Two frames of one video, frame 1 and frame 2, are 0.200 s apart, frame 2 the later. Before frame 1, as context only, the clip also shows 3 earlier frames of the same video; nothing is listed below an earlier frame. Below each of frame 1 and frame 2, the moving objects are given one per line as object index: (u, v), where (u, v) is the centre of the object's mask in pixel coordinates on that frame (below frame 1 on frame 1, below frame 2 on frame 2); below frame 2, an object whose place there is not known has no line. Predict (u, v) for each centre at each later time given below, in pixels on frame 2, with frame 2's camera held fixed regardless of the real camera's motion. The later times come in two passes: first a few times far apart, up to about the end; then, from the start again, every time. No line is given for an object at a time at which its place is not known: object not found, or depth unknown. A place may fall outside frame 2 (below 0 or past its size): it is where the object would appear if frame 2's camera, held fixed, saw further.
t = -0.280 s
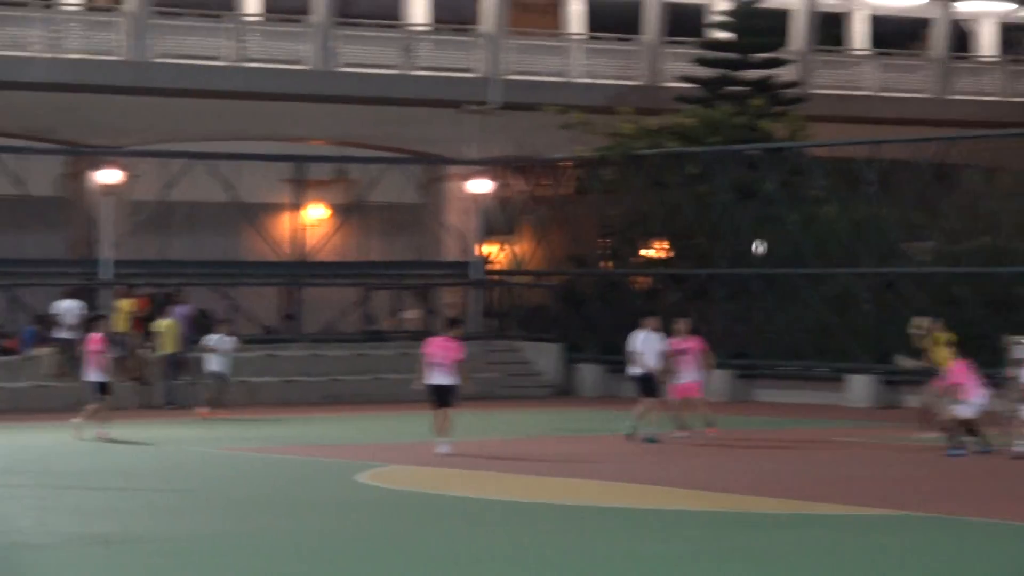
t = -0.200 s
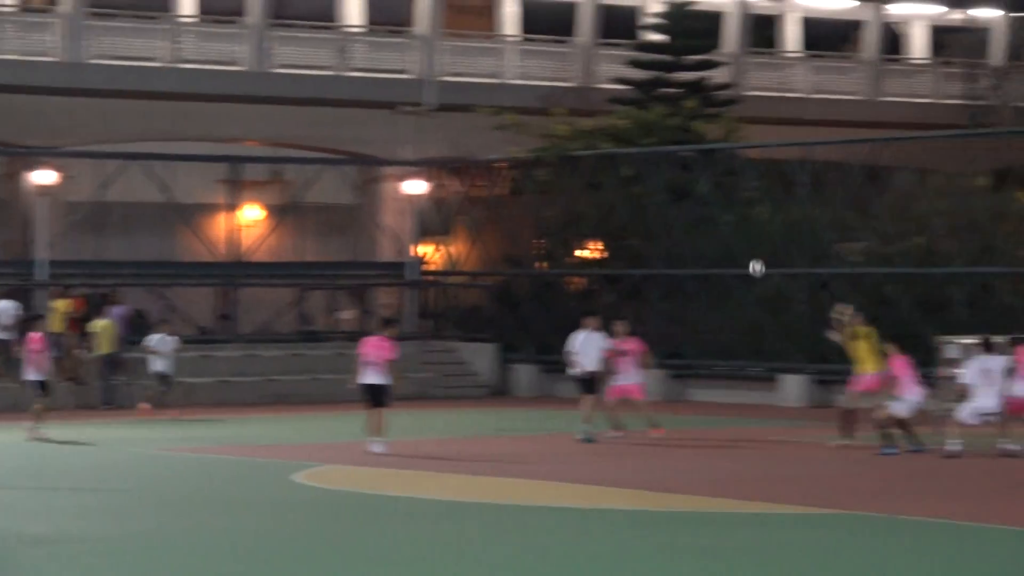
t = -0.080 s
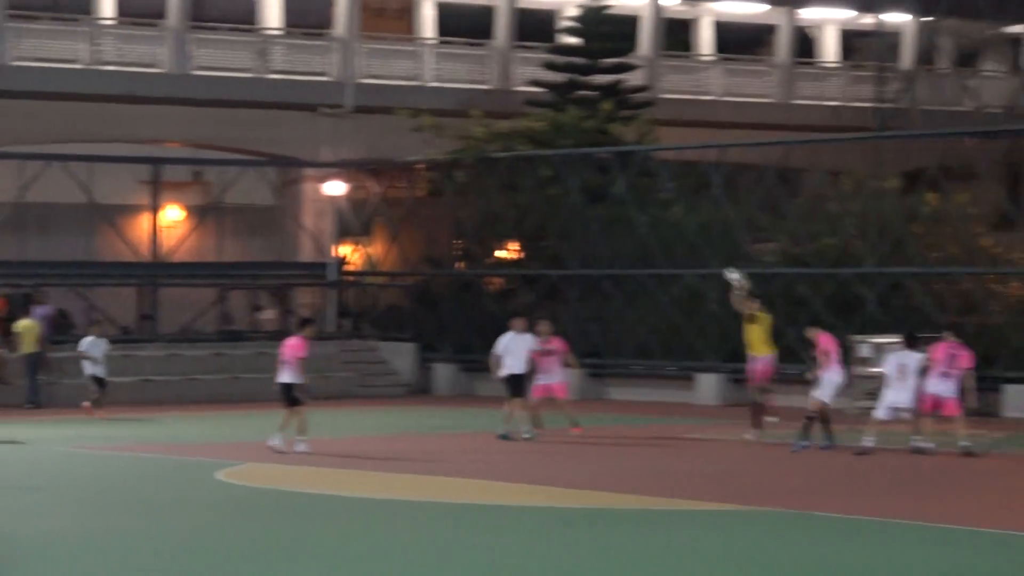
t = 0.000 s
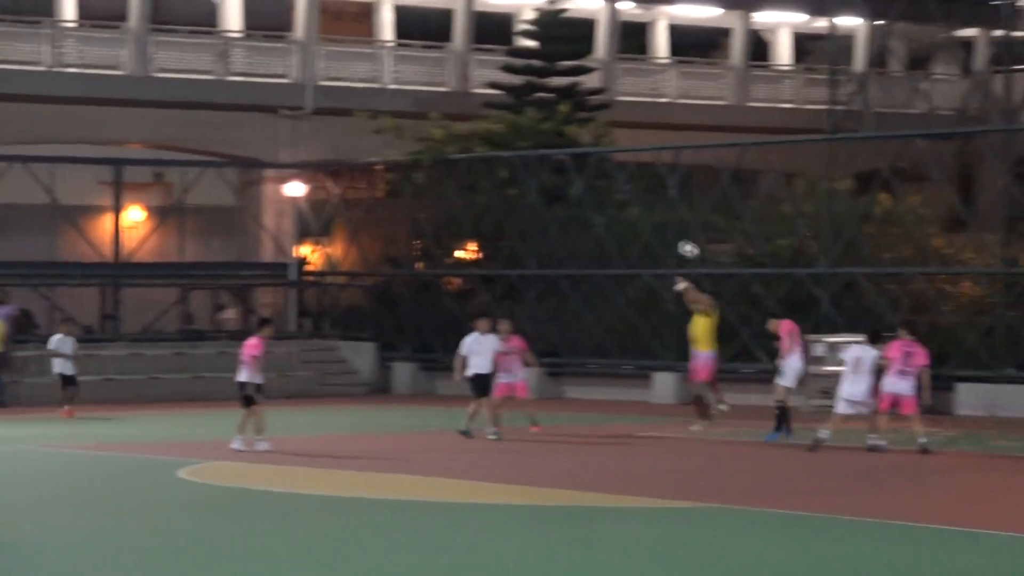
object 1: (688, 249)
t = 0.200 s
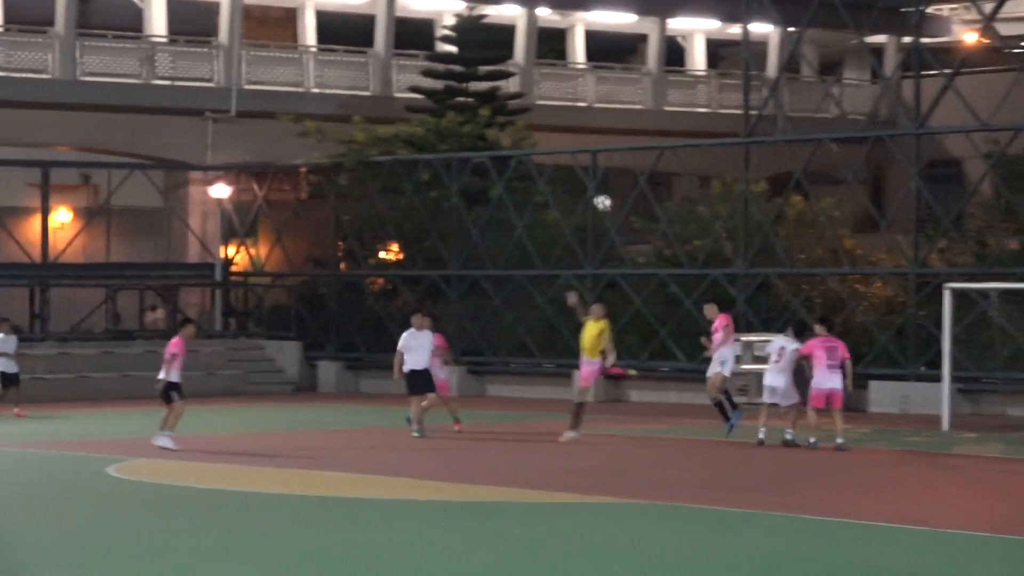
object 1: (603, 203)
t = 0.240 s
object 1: (602, 197)
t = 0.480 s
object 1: (603, 190)
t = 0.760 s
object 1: (610, 251)
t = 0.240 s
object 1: (602, 197)
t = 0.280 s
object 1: (602, 193)
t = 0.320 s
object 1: (602, 190)
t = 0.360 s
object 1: (603, 188)
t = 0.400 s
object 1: (603, 187)
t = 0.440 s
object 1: (603, 188)
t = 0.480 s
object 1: (603, 190)
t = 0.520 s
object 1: (604, 194)
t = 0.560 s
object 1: (604, 199)
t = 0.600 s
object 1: (605, 206)
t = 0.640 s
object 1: (606, 215)
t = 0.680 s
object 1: (607, 226)
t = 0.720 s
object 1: (609, 238)
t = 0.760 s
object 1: (610, 251)
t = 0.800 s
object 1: (612, 267)
